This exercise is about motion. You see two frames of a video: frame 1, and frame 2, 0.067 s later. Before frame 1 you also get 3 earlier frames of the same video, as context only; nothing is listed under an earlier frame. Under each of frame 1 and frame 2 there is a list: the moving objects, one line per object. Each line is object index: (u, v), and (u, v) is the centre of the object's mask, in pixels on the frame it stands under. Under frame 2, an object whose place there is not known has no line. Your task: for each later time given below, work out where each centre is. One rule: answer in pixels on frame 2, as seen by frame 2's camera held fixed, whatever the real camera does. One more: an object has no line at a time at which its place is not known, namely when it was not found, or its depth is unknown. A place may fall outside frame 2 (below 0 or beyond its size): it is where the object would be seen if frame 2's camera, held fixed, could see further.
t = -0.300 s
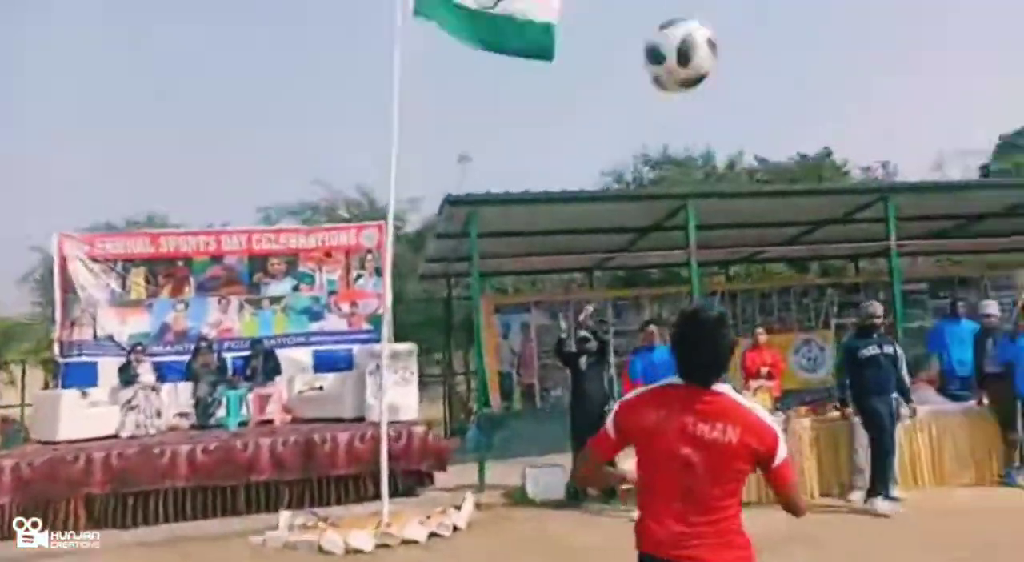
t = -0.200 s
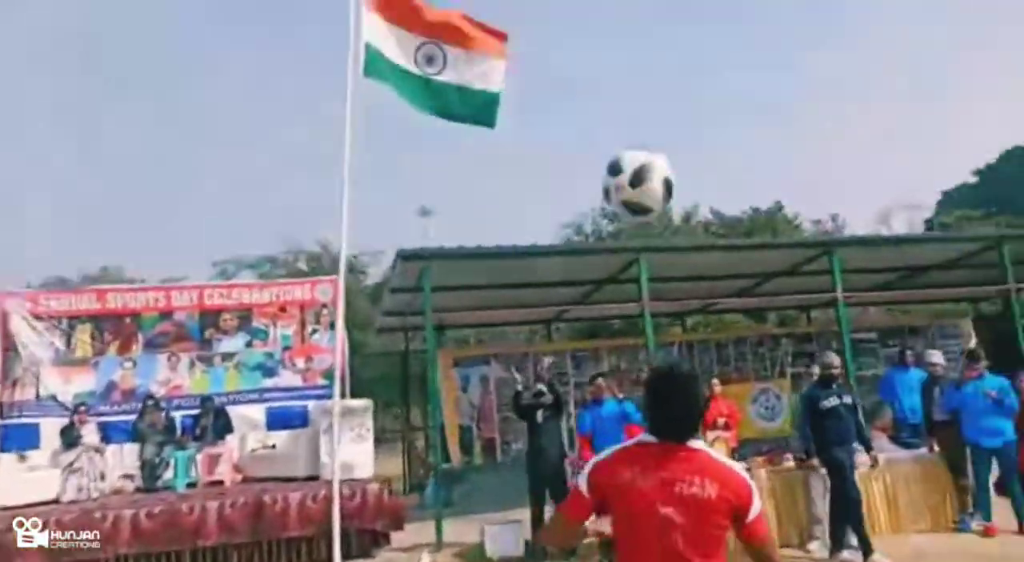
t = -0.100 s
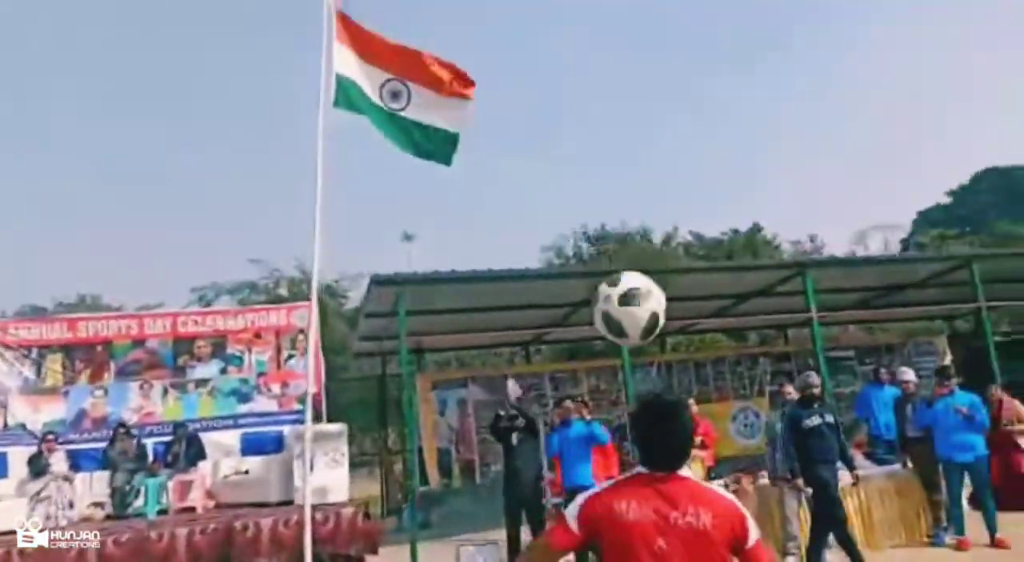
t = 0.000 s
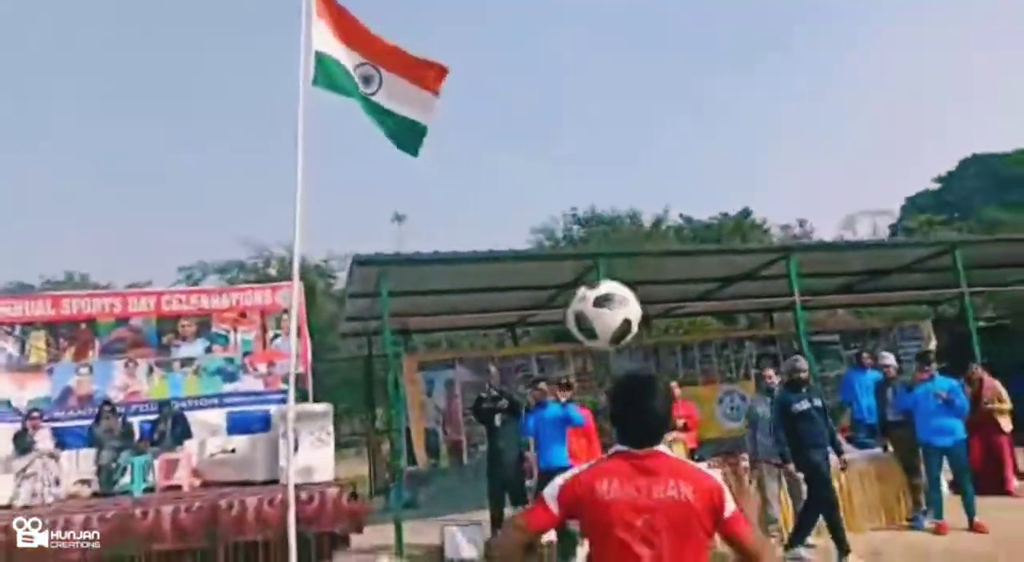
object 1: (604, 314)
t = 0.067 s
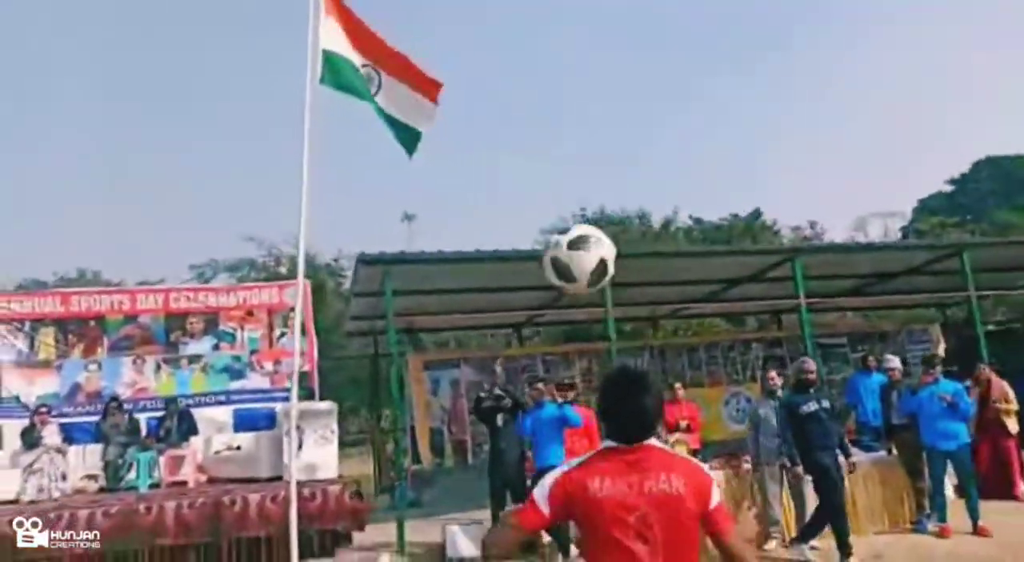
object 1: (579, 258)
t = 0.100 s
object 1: (567, 238)
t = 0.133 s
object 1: (554, 217)
